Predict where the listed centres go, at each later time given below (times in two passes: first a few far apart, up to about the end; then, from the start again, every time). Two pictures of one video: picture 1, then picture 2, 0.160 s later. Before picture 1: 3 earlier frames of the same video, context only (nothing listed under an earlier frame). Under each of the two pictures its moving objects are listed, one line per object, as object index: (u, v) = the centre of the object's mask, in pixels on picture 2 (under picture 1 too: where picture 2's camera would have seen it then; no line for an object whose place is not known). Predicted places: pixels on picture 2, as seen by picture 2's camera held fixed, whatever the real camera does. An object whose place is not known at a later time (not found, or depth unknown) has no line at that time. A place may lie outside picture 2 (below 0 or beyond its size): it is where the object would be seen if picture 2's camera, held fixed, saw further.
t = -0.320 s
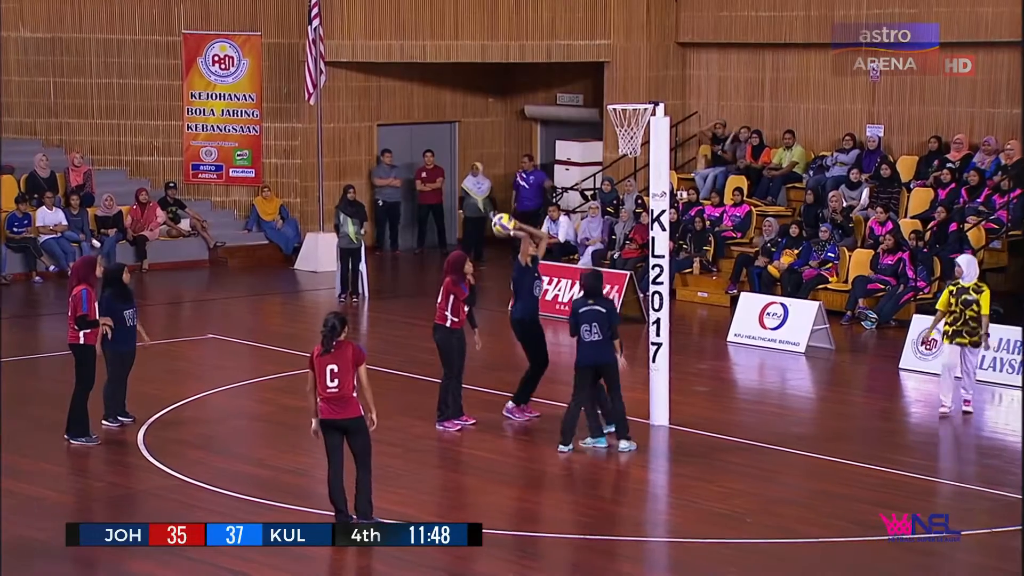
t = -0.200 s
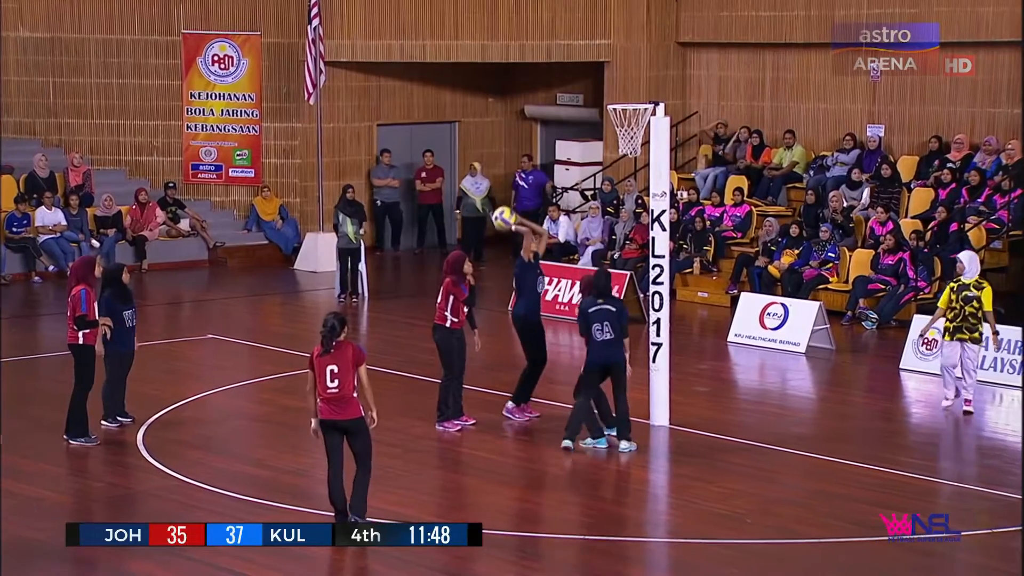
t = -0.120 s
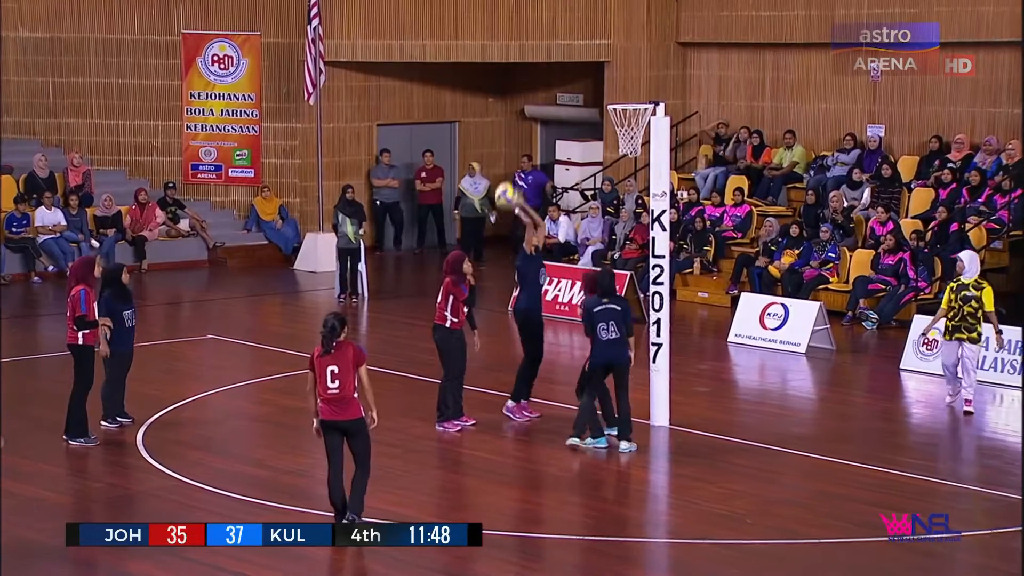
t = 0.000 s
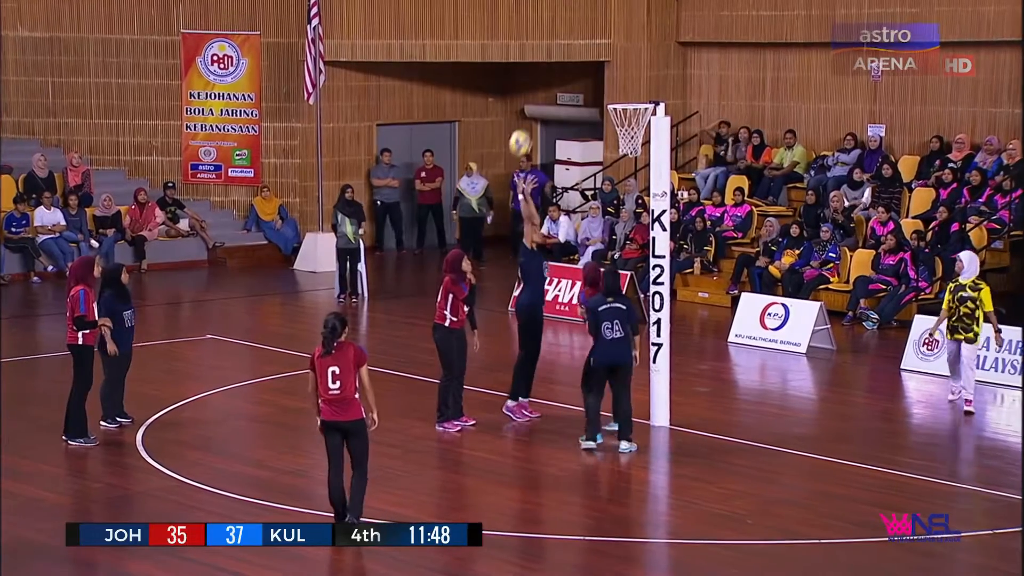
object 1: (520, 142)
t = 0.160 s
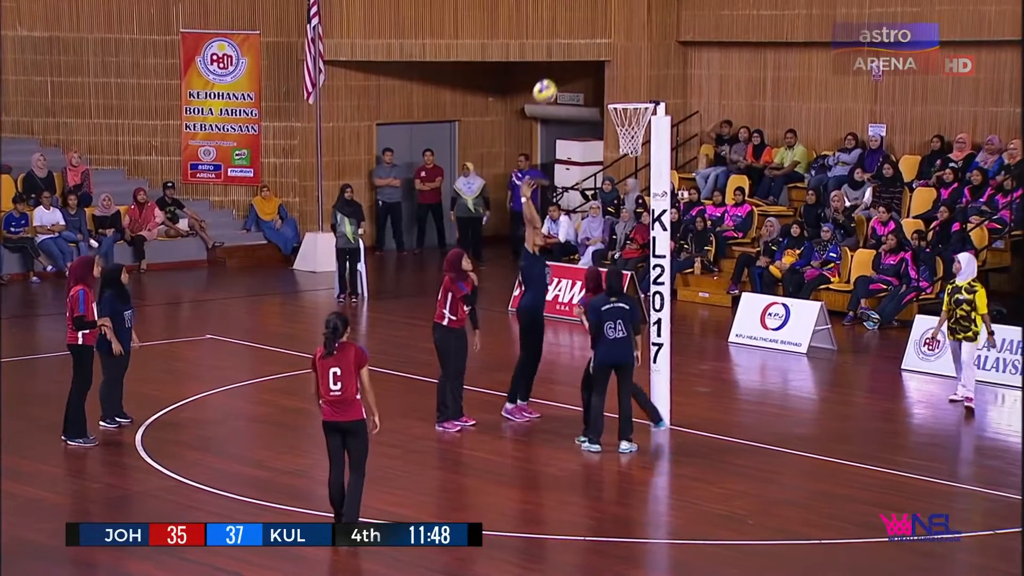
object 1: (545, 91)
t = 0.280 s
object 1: (563, 70)
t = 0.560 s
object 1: (606, 78)
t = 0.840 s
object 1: (634, 99)
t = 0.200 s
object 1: (551, 82)
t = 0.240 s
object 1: (557, 75)
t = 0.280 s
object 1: (563, 70)
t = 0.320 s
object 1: (569, 67)
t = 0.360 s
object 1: (575, 64)
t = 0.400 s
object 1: (581, 64)
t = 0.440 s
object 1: (587, 65)
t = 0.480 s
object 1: (594, 68)
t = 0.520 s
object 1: (600, 72)
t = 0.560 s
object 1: (606, 78)
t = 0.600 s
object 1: (612, 85)
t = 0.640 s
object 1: (617, 94)
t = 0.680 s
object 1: (621, 92)
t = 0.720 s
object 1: (624, 92)
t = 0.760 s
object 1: (627, 94)
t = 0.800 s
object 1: (631, 96)
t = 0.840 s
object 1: (634, 99)
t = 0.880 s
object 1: (636, 105)
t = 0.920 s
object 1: (634, 107)
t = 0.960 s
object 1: (630, 113)
